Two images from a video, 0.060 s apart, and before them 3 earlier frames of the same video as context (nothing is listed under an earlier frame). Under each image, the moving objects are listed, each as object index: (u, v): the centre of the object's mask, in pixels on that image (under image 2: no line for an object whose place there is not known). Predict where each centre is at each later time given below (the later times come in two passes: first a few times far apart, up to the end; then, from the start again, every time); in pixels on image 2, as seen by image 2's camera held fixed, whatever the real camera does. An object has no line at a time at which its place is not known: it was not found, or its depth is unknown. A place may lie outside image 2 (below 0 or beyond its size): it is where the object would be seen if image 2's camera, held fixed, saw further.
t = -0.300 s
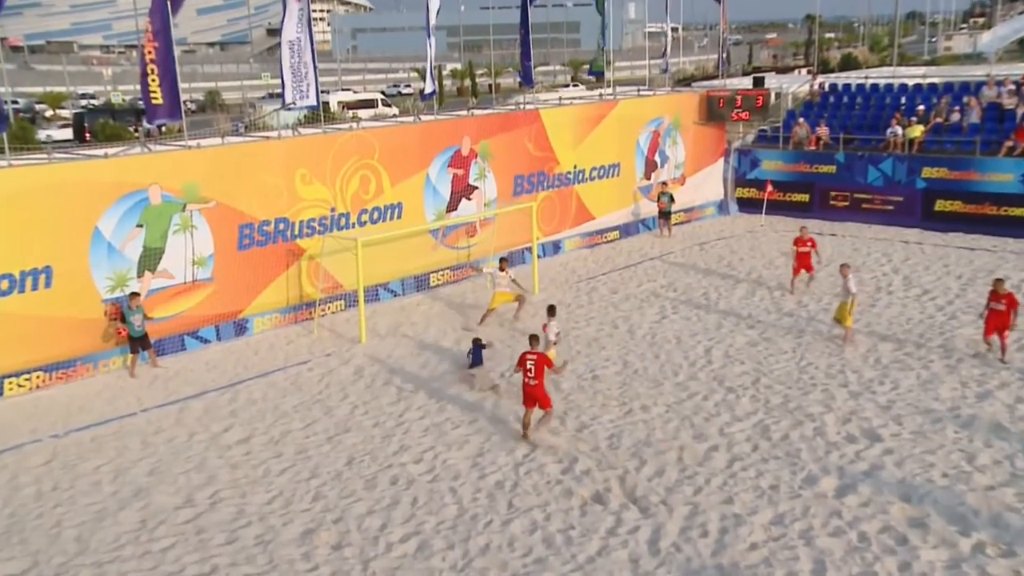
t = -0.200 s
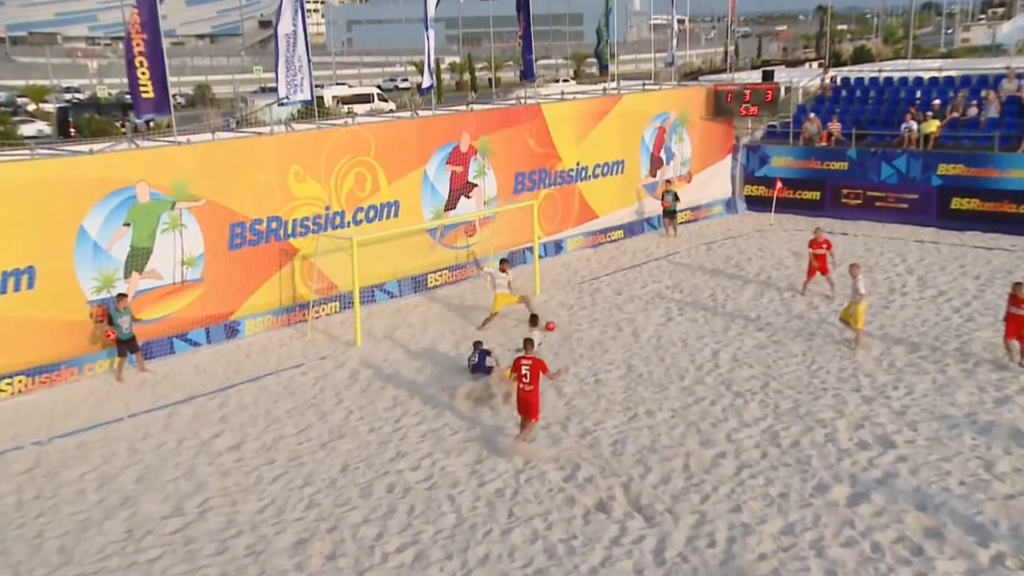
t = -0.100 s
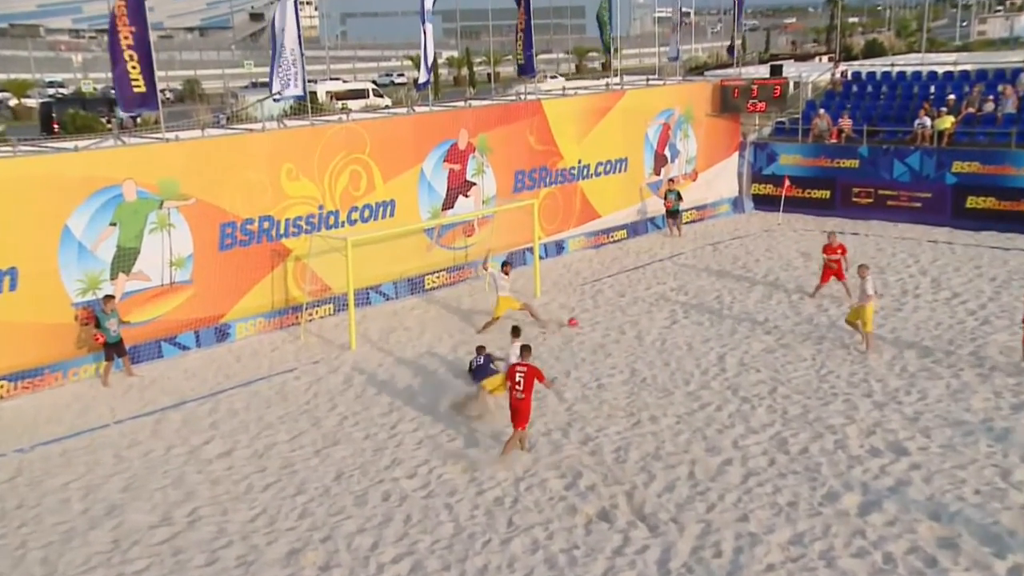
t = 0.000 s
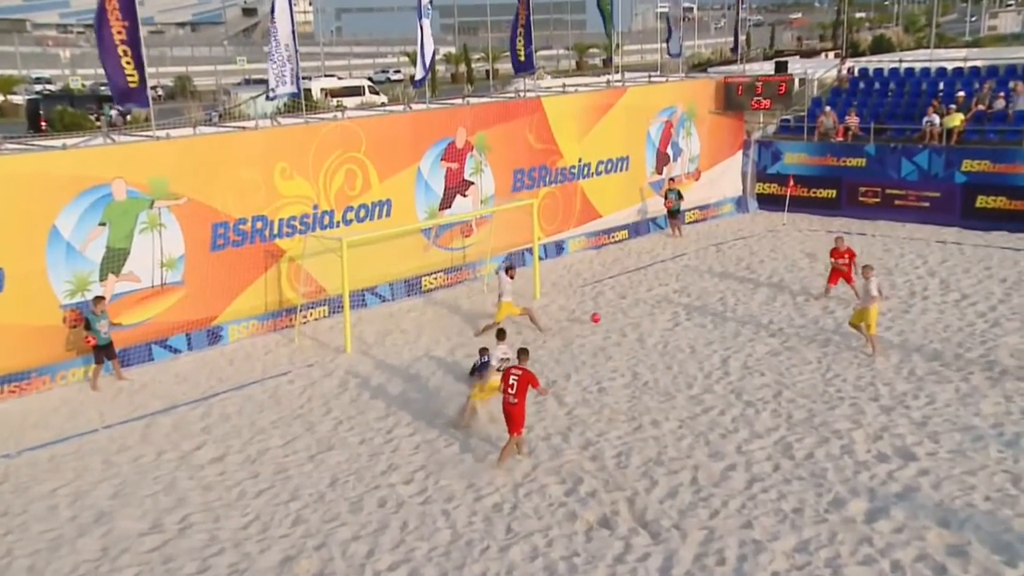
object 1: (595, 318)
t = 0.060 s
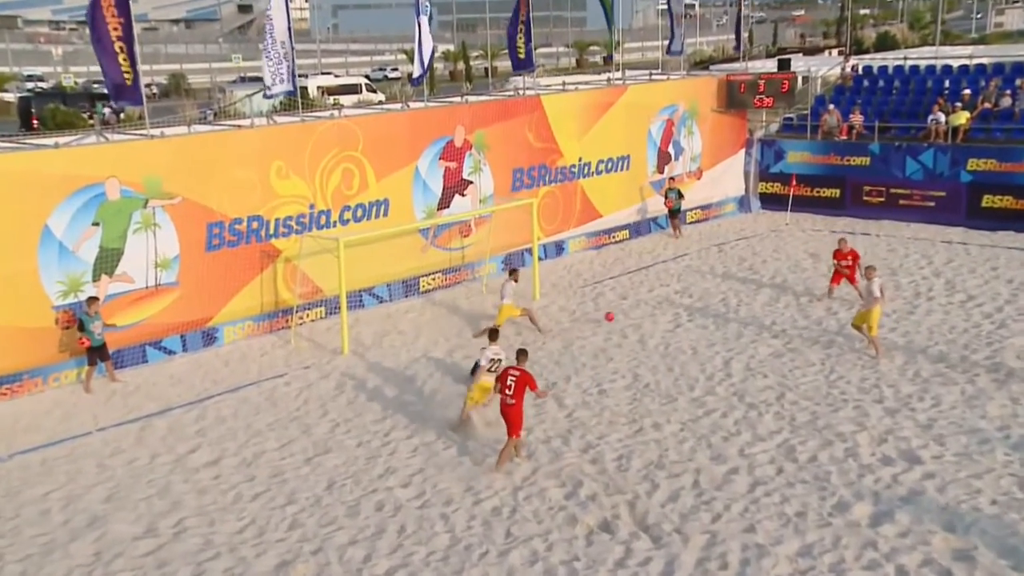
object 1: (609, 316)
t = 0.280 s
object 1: (652, 315)
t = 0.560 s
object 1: (688, 311)
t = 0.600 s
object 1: (692, 310)
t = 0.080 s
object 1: (614, 316)
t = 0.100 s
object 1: (618, 316)
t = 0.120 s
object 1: (623, 316)
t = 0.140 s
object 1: (627, 317)
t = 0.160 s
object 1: (631, 318)
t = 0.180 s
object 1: (636, 318)
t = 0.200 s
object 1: (640, 319)
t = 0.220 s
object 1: (643, 318)
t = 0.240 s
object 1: (646, 317)
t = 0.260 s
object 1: (649, 316)
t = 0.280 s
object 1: (652, 315)
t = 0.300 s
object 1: (655, 314)
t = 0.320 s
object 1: (657, 313)
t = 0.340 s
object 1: (660, 312)
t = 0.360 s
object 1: (663, 311)
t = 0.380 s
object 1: (666, 310)
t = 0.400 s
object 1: (668, 309)
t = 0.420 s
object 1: (670, 308)
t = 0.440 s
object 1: (673, 308)
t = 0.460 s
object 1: (676, 308)
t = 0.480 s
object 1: (679, 308)
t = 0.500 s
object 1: (681, 309)
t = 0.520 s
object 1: (683, 309)
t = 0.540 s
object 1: (686, 310)
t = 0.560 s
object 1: (688, 311)
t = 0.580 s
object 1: (690, 311)
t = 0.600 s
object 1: (692, 310)
